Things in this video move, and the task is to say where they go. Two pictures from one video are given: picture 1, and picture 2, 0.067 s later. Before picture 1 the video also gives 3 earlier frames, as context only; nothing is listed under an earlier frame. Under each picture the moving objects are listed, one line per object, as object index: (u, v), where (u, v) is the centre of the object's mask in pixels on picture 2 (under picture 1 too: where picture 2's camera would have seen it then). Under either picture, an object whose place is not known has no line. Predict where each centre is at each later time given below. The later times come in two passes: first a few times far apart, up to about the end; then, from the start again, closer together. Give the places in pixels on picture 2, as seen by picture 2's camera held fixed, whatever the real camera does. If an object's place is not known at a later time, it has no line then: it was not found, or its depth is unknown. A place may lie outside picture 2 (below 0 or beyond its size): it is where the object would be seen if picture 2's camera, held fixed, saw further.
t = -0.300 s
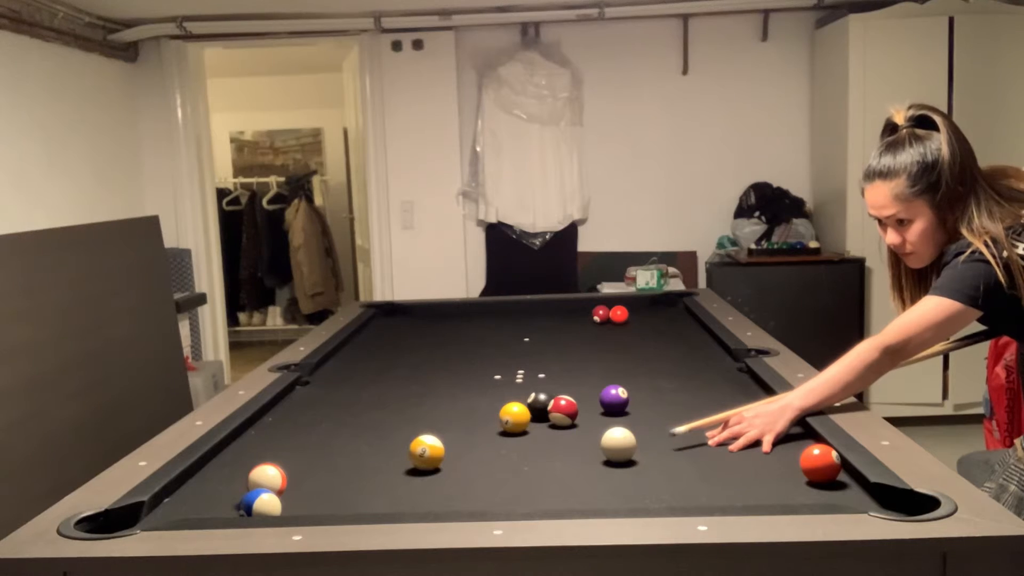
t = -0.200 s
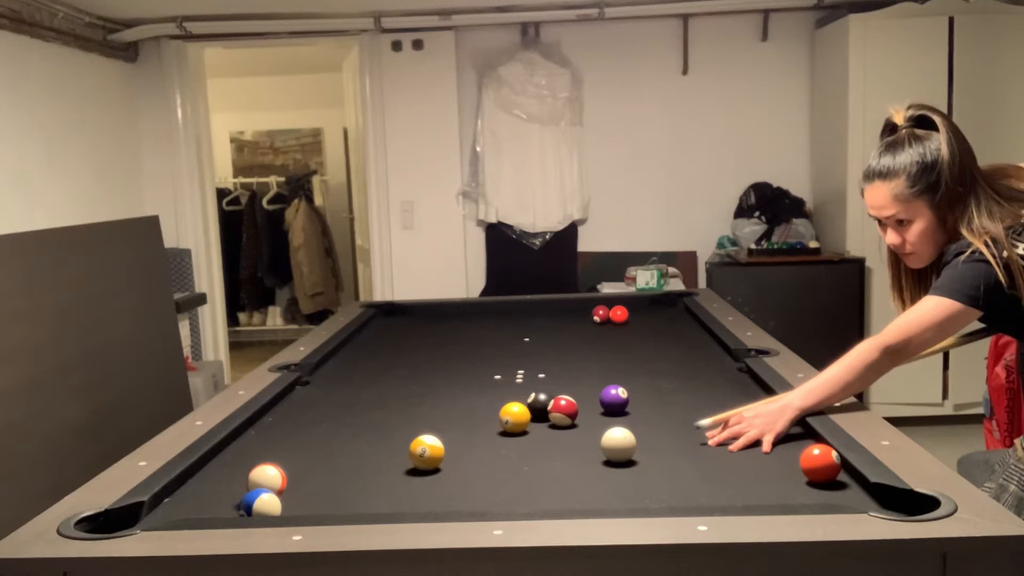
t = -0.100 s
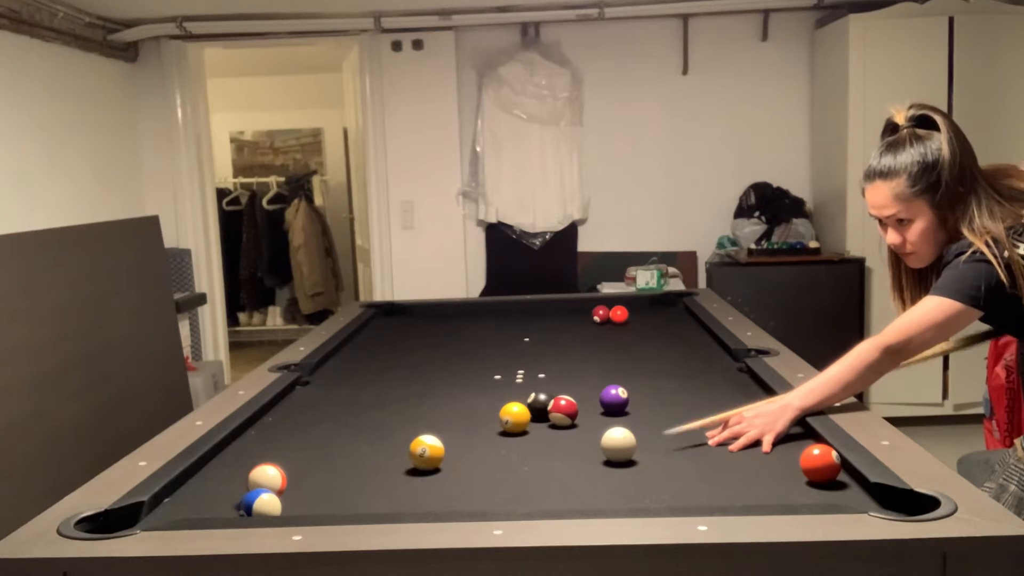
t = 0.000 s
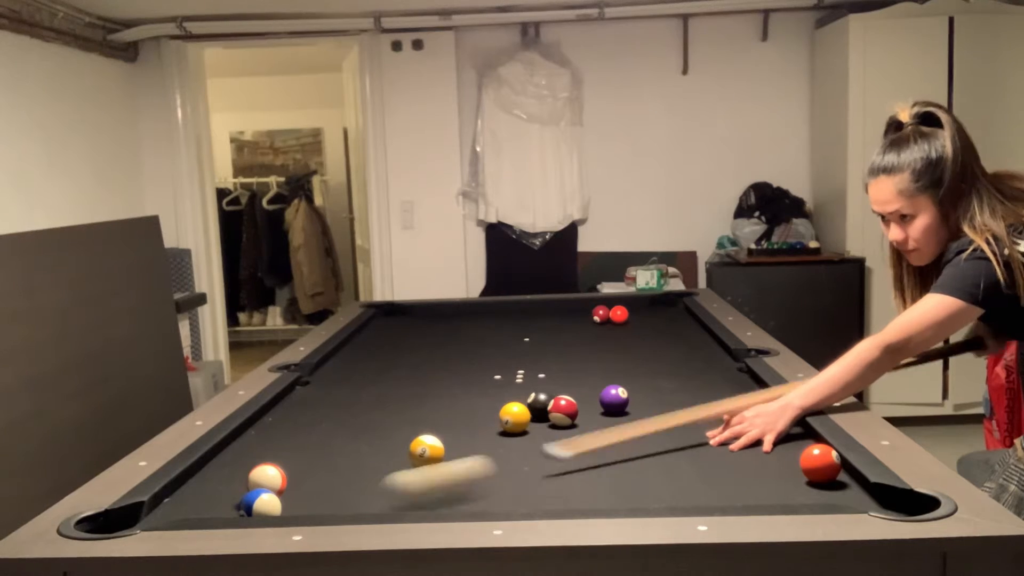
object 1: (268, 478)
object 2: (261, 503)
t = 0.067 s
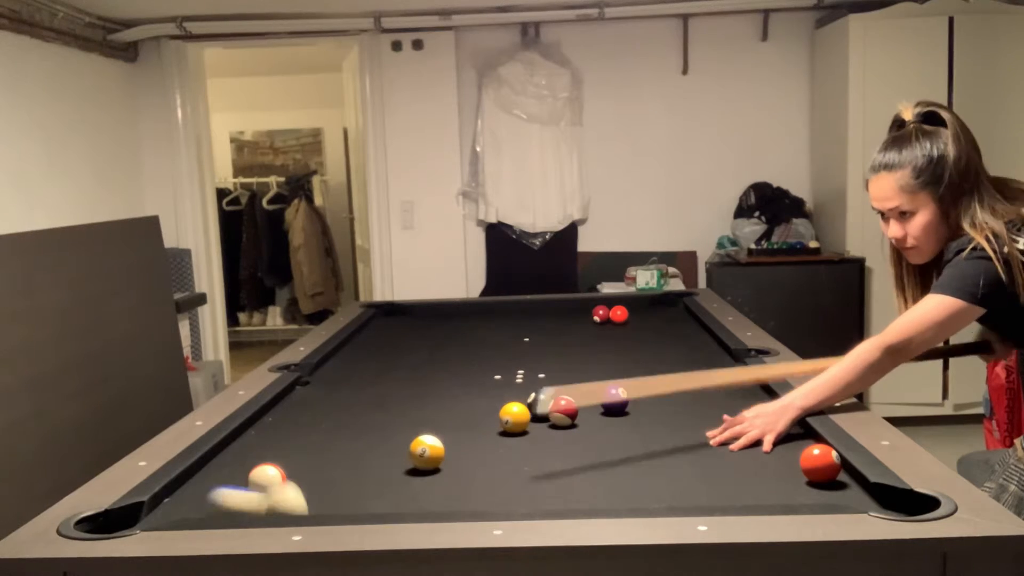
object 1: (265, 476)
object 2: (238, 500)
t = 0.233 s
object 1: (262, 442)
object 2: (285, 482)
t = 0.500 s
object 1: (412, 403)
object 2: (386, 469)
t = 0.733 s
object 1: (501, 379)
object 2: (460, 461)
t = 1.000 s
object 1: (586, 356)
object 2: (536, 452)
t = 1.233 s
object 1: (648, 339)
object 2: (600, 441)
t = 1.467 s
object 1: (692, 325)
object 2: (658, 434)
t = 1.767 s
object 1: (646, 316)
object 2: (729, 426)
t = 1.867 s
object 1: (639, 314)
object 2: (750, 421)
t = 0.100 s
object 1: (256, 474)
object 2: (197, 495)
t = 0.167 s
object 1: (228, 456)
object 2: (225, 488)
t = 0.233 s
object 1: (262, 442)
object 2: (285, 482)
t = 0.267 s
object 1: (286, 437)
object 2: (309, 480)
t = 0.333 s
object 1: (330, 425)
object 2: (331, 477)
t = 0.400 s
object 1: (366, 416)
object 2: (354, 474)
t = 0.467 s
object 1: (397, 407)
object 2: (376, 471)
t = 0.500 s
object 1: (412, 403)
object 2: (386, 469)
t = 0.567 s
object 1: (439, 396)
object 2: (408, 467)
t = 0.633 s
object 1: (466, 388)
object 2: (428, 465)
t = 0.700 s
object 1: (490, 382)
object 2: (450, 463)
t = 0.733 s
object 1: (501, 379)
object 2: (460, 461)
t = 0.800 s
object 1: (525, 372)
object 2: (479, 458)
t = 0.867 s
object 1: (546, 367)
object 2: (498, 456)
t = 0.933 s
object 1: (567, 361)
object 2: (517, 453)
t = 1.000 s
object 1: (586, 356)
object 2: (536, 452)
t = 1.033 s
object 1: (596, 353)
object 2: (545, 450)
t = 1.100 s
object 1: (614, 349)
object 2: (564, 446)
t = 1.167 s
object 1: (632, 343)
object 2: (582, 444)
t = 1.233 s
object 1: (648, 339)
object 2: (600, 441)
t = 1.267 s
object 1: (656, 336)
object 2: (610, 440)
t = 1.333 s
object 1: (672, 332)
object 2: (626, 439)
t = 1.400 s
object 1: (686, 328)
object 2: (643, 436)
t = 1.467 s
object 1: (692, 325)
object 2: (658, 434)
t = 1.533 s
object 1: (679, 322)
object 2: (675, 432)
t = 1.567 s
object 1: (673, 322)
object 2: (683, 430)
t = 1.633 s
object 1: (664, 320)
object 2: (699, 429)
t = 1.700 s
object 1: (655, 318)
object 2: (714, 426)
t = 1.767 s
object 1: (646, 316)
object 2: (729, 426)
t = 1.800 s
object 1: (642, 315)
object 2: (735, 423)
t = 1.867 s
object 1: (639, 314)
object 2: (750, 421)
